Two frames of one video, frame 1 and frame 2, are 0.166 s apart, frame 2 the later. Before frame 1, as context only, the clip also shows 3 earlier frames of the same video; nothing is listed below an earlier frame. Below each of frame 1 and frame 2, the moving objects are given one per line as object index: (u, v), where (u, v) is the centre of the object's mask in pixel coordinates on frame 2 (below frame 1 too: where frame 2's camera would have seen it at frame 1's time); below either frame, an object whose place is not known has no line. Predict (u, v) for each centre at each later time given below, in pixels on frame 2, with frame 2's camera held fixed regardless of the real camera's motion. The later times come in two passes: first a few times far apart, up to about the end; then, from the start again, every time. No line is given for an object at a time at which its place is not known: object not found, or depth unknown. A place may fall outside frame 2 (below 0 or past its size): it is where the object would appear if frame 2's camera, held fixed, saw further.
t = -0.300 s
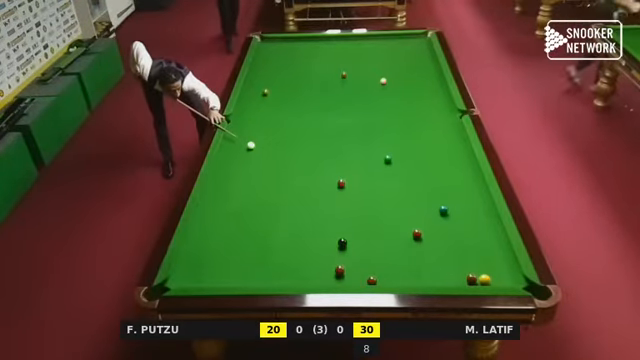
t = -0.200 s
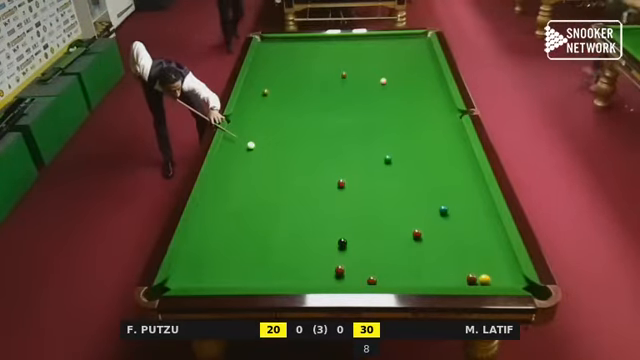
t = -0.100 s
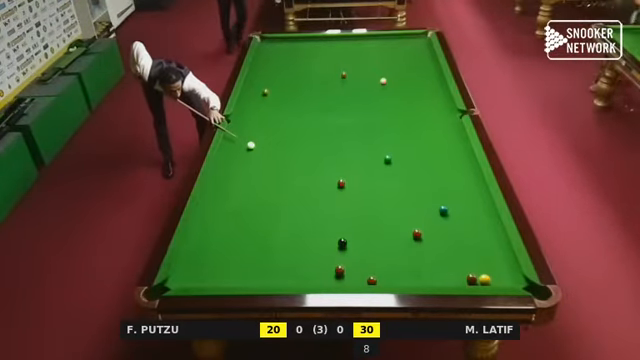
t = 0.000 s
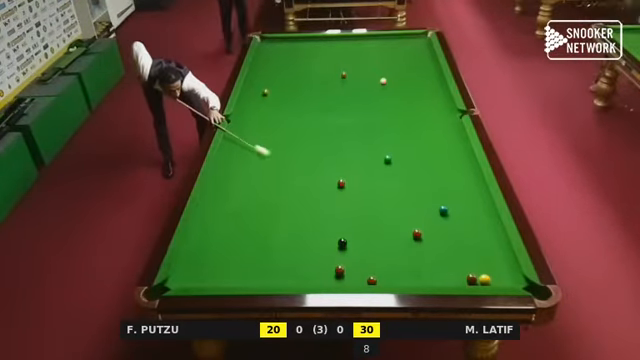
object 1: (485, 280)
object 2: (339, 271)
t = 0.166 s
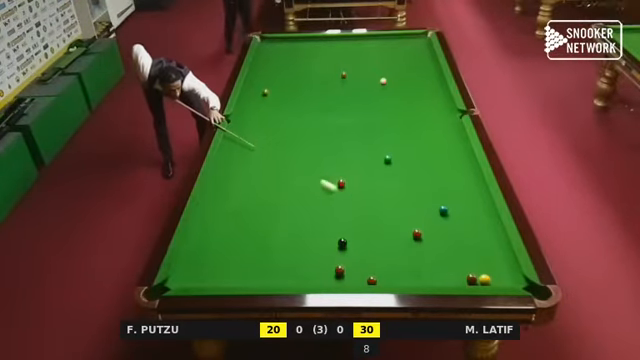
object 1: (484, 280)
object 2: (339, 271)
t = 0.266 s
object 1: (484, 280)
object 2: (339, 271)
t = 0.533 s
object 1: (484, 279)
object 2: (339, 271)
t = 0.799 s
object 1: (476, 238)
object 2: (339, 271)
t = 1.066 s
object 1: (469, 207)
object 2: (339, 271)
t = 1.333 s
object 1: (463, 180)
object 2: (339, 271)
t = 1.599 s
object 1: (458, 157)
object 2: (339, 271)
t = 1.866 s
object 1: (454, 138)
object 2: (335, 271)
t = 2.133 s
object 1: (451, 121)
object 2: (321, 268)
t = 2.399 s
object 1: (448, 106)
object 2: (308, 265)
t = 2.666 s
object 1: (445, 93)
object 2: (296, 263)
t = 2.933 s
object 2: (286, 261)
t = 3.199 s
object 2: (278, 260)
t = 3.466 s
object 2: (270, 259)
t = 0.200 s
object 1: (485, 279)
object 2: (339, 271)
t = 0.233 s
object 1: (485, 279)
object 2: (339, 271)
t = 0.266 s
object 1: (484, 280)
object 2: (339, 271)
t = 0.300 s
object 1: (485, 279)
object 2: (339, 271)
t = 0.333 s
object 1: (485, 279)
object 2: (339, 271)
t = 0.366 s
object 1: (484, 280)
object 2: (339, 271)
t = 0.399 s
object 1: (484, 280)
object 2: (339, 271)
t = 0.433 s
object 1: (484, 280)
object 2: (339, 271)
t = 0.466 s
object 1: (485, 280)
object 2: (339, 271)
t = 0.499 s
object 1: (485, 280)
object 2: (339, 271)
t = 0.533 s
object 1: (484, 279)
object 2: (339, 271)
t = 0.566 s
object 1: (484, 274)
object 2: (339, 271)
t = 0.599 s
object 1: (483, 268)
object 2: (339, 271)
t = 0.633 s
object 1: (481, 262)
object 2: (339, 271)
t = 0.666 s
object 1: (480, 257)
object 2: (339, 271)
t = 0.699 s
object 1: (479, 253)
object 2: (339, 271)
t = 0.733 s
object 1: (478, 248)
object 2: (339, 271)
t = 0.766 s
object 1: (477, 243)
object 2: (339, 271)
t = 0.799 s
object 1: (476, 238)
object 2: (339, 271)
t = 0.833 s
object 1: (474, 234)
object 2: (339, 271)
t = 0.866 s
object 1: (474, 230)
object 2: (339, 271)
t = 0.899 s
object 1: (473, 226)
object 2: (339, 271)
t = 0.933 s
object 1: (472, 222)
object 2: (339, 271)
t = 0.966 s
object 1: (471, 218)
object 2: (339, 271)
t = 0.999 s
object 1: (470, 214)
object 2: (339, 271)
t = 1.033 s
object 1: (470, 210)
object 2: (339, 271)
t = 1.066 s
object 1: (469, 207)
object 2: (339, 271)
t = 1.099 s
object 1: (468, 203)
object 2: (339, 271)
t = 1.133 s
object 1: (467, 200)
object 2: (339, 271)
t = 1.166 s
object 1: (466, 196)
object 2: (339, 271)
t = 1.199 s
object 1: (466, 193)
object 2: (339, 271)
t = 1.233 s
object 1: (465, 189)
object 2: (339, 271)
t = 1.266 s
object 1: (465, 186)
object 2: (339, 271)
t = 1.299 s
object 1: (464, 183)
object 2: (339, 271)
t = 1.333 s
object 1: (463, 180)
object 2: (339, 271)
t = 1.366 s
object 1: (462, 177)
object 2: (339, 271)
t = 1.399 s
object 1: (462, 174)
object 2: (339, 271)
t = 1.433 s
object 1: (461, 171)
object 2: (339, 271)
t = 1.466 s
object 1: (461, 168)
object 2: (339, 271)
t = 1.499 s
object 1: (460, 165)
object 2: (339, 271)
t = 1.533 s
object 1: (459, 163)
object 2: (339, 271)
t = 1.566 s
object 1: (459, 160)
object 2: (339, 271)
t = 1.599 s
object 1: (458, 157)
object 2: (339, 271)
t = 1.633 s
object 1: (458, 155)
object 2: (339, 271)
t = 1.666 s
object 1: (457, 152)
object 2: (339, 271)
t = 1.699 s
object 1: (457, 150)
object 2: (339, 271)
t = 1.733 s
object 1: (456, 147)
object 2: (339, 271)
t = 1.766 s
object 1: (455, 145)
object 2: (339, 271)
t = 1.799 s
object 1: (455, 142)
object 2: (339, 271)
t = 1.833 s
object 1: (455, 140)
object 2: (337, 271)
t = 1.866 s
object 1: (454, 138)
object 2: (335, 271)
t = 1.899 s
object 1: (454, 135)
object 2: (333, 270)
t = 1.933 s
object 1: (453, 133)
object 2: (331, 270)
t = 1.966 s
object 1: (453, 131)
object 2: (329, 269)
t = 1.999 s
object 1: (452, 129)
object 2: (327, 269)
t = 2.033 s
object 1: (452, 127)
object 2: (326, 269)
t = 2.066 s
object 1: (451, 125)
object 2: (324, 268)
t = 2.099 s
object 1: (451, 123)
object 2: (322, 268)
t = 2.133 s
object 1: (451, 121)
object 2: (321, 268)
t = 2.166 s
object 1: (450, 119)
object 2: (319, 268)
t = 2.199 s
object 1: (449, 117)
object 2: (317, 267)
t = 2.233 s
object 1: (450, 115)
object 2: (315, 267)
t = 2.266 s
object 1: (449, 113)
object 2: (314, 266)
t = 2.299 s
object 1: (449, 112)
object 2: (312, 266)
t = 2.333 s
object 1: (448, 110)
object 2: (311, 266)
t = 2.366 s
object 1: (448, 108)
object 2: (309, 266)
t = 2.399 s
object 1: (448, 106)
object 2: (308, 265)
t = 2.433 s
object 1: (447, 105)
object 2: (306, 265)
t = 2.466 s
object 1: (447, 103)
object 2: (305, 265)
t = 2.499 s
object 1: (447, 101)
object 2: (303, 264)
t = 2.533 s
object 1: (446, 99)
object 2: (302, 264)
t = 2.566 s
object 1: (446, 98)
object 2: (300, 264)
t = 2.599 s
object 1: (446, 96)
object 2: (299, 264)
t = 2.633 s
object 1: (445, 95)
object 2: (298, 263)
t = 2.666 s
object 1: (445, 93)
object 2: (296, 263)
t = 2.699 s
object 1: (445, 92)
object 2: (295, 263)
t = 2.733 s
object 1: (444, 90)
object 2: (294, 263)
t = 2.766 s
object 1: (444, 89)
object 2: (292, 262)
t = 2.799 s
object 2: (291, 262)
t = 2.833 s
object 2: (290, 262)
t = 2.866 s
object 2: (289, 262)
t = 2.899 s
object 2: (287, 262)
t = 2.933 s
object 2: (286, 261)
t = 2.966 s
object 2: (285, 261)
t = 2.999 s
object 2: (284, 261)
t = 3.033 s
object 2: (283, 261)
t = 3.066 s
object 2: (282, 261)
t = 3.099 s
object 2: (281, 261)
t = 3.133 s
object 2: (280, 260)
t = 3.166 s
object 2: (279, 260)
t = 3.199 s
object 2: (278, 260)
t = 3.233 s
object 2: (277, 260)
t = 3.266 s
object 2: (276, 260)
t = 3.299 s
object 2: (275, 260)
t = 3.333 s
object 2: (274, 259)
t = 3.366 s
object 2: (273, 259)
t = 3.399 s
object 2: (272, 259)
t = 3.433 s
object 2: (271, 259)
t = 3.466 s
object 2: (270, 259)
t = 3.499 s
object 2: (270, 259)
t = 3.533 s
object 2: (269, 259)
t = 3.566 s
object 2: (268, 259)
